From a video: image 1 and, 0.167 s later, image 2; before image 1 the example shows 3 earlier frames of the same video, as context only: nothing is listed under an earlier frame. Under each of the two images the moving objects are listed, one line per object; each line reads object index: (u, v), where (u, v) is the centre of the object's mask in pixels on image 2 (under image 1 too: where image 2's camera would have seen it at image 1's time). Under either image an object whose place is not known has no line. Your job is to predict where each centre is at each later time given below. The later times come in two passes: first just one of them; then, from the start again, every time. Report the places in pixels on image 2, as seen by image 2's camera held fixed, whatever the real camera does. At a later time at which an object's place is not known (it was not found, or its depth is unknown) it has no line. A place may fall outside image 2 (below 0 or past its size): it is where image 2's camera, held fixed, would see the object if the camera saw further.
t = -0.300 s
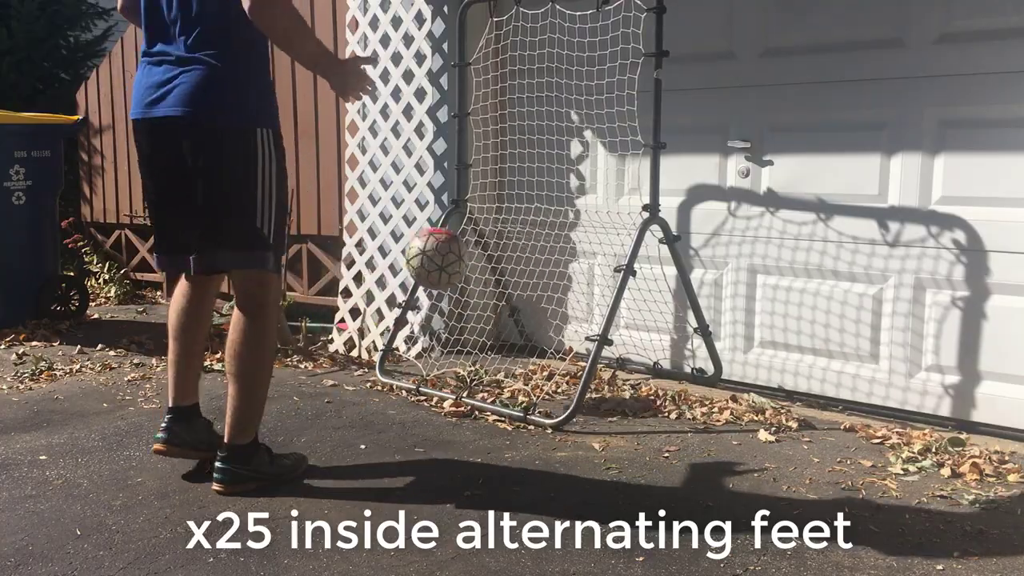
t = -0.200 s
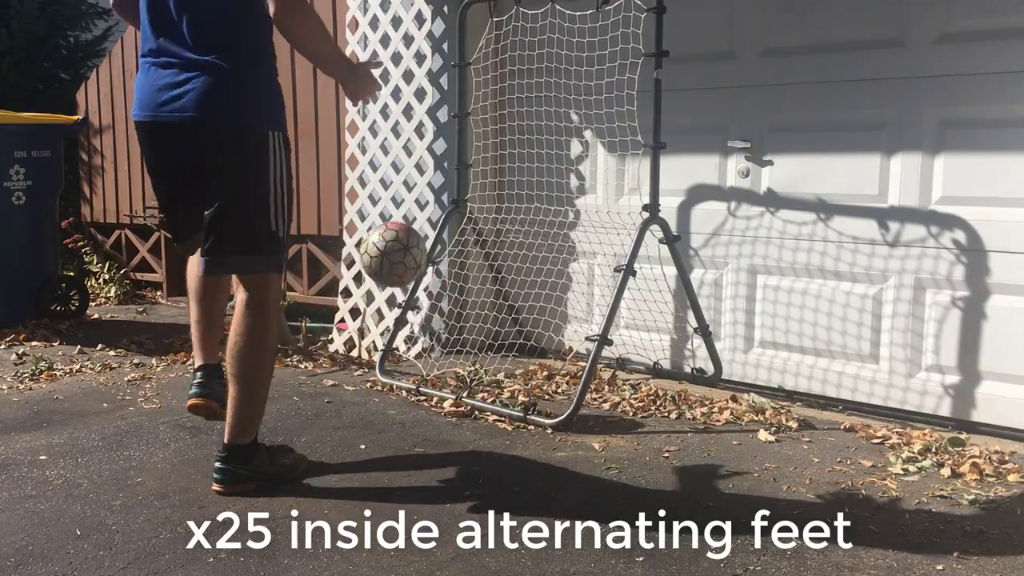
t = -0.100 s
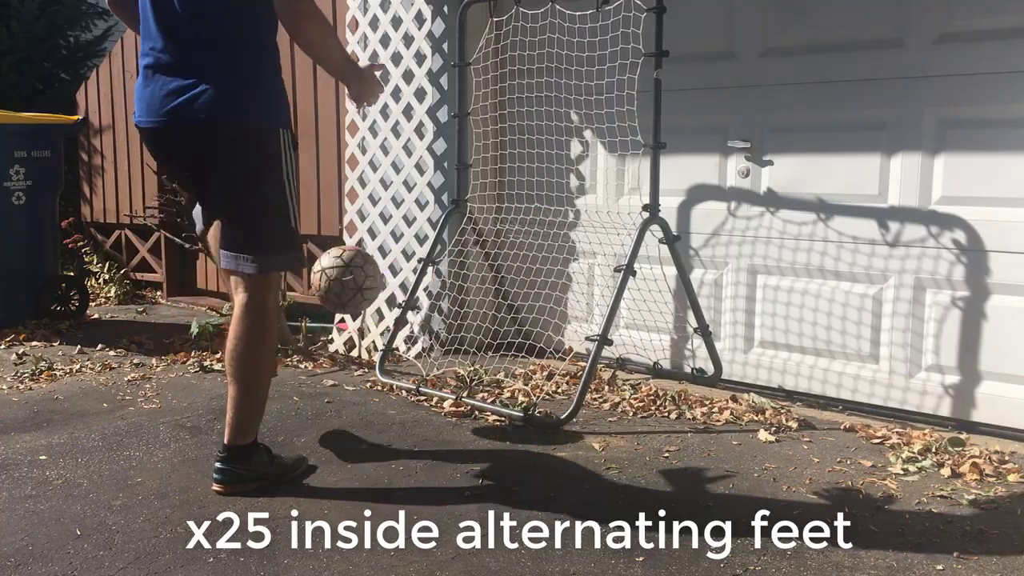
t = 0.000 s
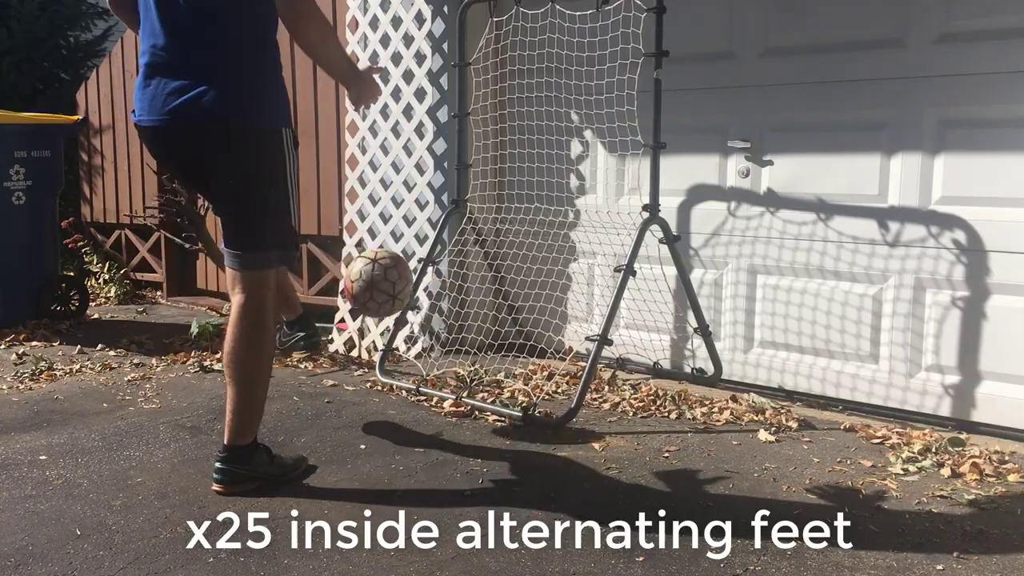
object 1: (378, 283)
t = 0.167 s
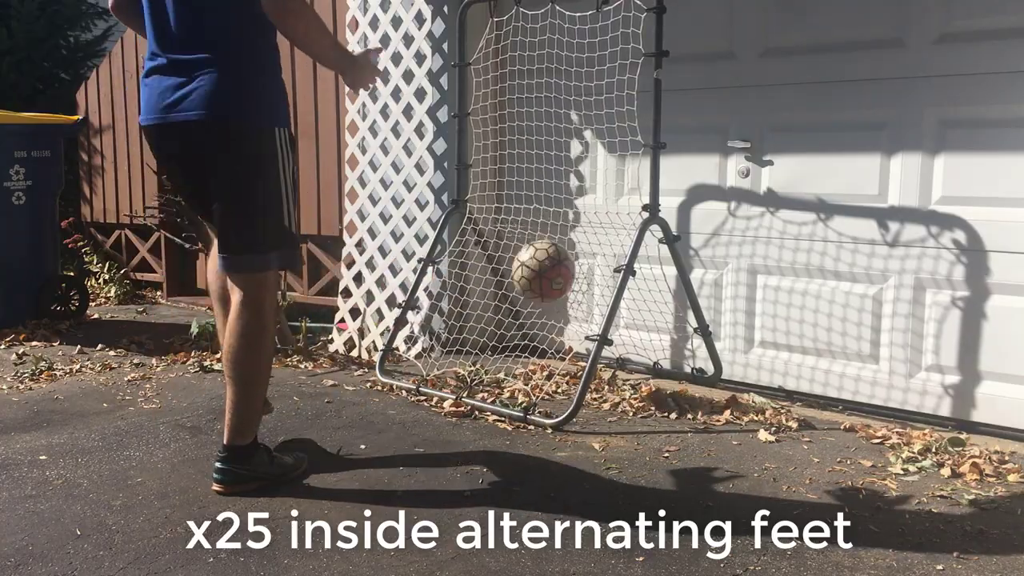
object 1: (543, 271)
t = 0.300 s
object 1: (531, 244)
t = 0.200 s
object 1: (561, 272)
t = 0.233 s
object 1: (556, 262)
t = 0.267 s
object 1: (544, 251)
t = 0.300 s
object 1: (531, 244)
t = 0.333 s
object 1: (518, 238)
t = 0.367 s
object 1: (504, 236)
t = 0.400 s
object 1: (490, 237)
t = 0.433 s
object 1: (476, 241)
